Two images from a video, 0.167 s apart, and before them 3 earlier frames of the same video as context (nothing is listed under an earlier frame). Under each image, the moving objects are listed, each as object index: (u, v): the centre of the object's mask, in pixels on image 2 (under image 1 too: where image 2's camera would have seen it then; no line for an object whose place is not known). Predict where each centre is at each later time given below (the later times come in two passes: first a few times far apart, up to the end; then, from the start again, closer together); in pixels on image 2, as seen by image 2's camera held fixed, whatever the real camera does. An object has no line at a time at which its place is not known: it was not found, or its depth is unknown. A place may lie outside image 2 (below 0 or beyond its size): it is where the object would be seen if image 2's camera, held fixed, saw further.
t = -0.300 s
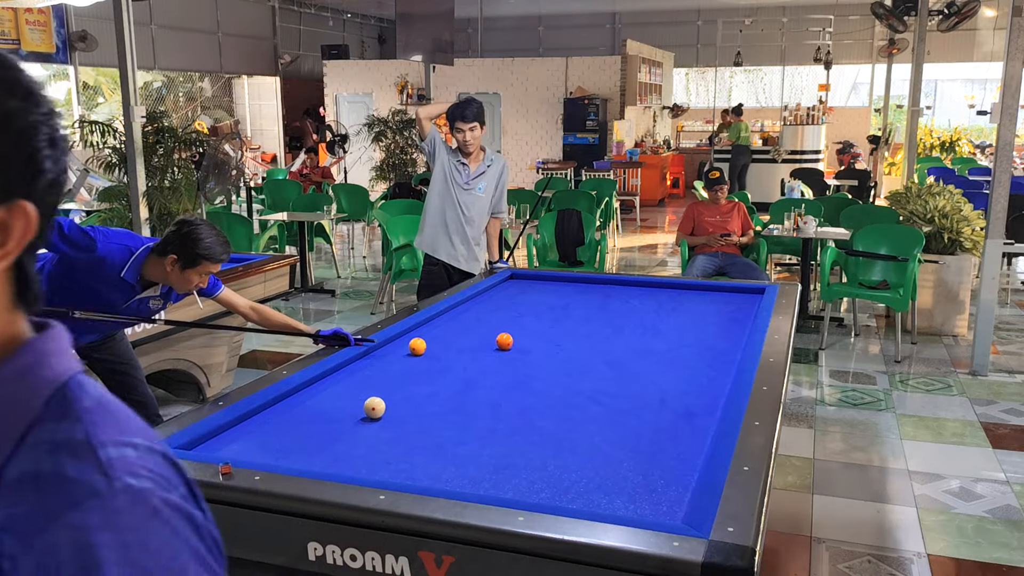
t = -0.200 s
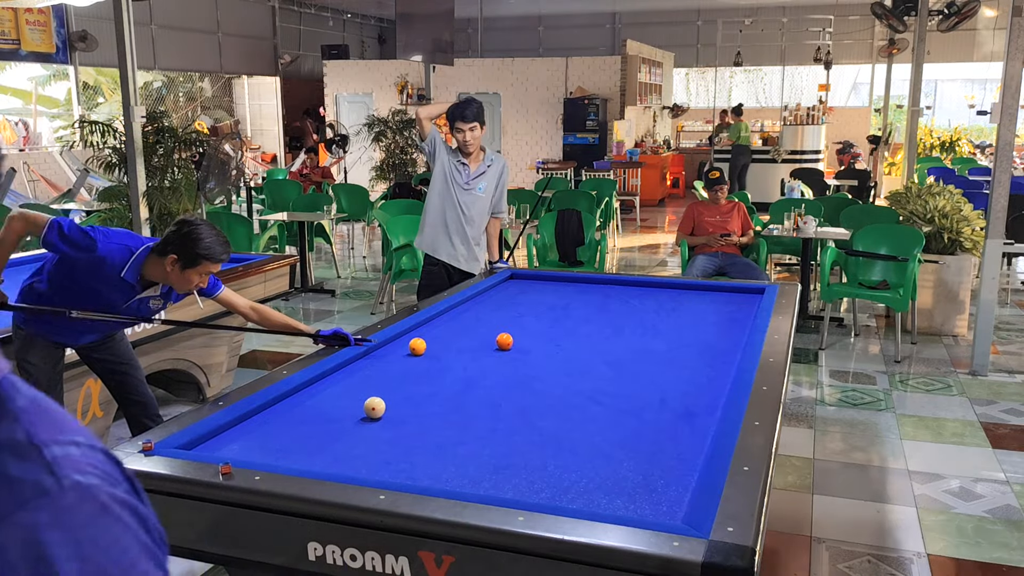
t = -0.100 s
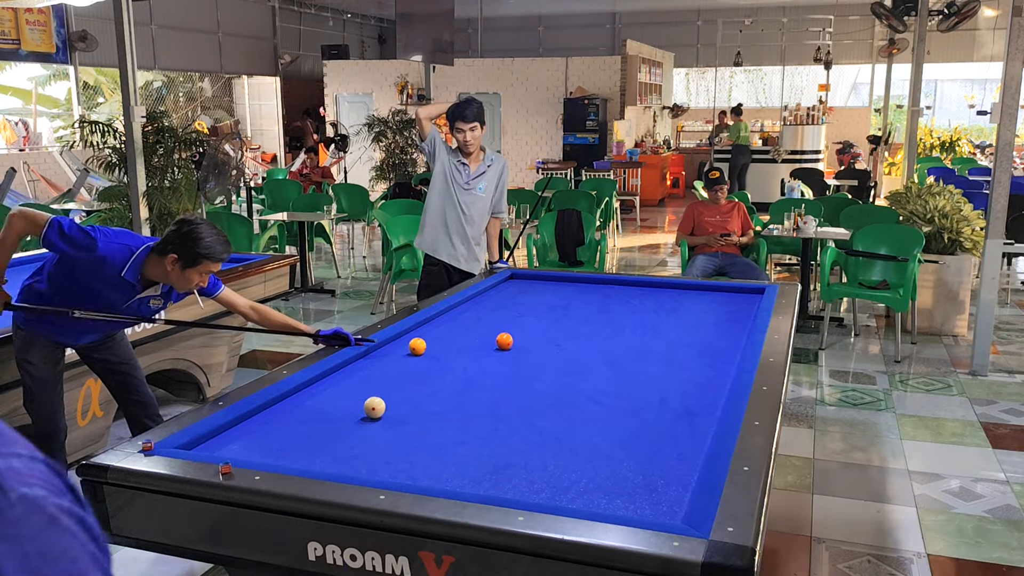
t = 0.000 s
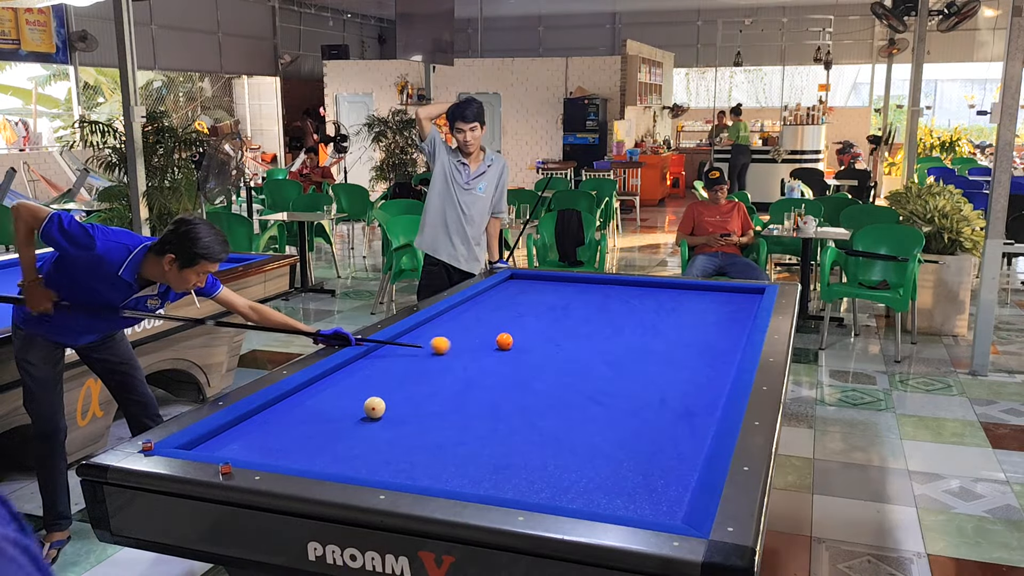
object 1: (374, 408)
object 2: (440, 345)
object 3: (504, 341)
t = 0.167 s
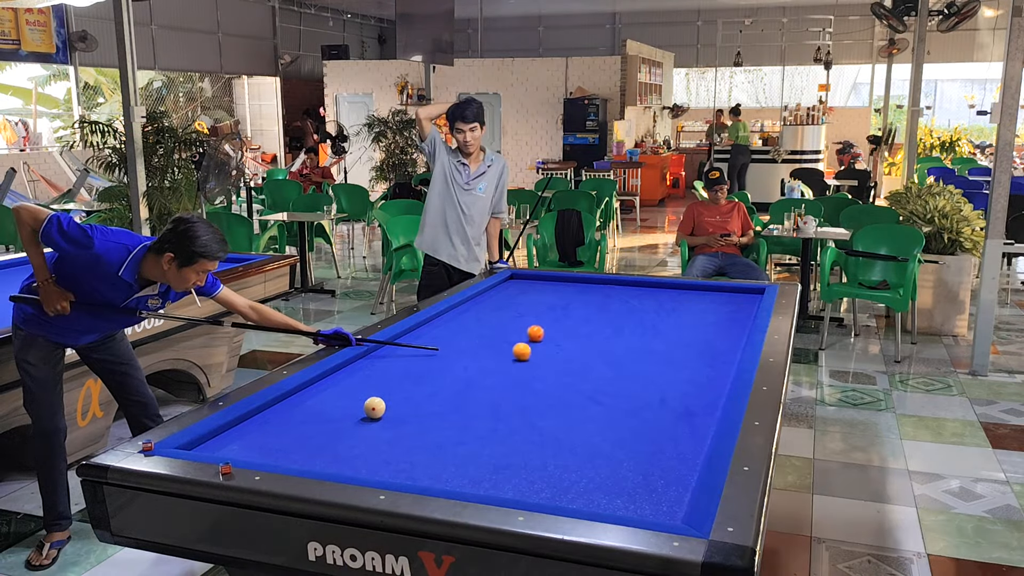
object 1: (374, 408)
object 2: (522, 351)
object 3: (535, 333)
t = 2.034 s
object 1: (375, 408)
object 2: (290, 453)
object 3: (739, 312)
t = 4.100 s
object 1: (451, 406)
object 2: (393, 386)
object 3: (622, 359)
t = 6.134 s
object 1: (572, 406)
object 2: (453, 356)
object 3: (490, 415)
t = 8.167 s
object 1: (634, 406)
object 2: (477, 344)
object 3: (355, 467)
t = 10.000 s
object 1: (640, 406)
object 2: (481, 344)
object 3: (360, 448)
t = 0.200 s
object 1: (374, 408)
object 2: (533, 354)
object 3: (545, 331)
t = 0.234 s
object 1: (374, 408)
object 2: (544, 356)
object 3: (554, 328)
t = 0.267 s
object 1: (374, 408)
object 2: (556, 358)
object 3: (563, 326)
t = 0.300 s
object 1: (374, 408)
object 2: (568, 361)
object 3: (572, 324)
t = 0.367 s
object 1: (374, 408)
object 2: (592, 366)
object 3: (587, 320)
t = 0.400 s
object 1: (374, 408)
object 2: (604, 368)
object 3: (594, 318)
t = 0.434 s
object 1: (374, 408)
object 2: (617, 370)
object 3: (600, 317)
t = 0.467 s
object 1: (374, 408)
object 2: (630, 373)
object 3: (607, 315)
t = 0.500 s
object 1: (374, 408)
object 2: (644, 376)
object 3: (613, 314)
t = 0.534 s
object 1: (374, 408)
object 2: (657, 378)
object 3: (619, 312)
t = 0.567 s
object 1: (374, 408)
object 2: (671, 381)
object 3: (625, 311)
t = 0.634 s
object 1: (374, 408)
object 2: (699, 387)
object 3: (637, 308)
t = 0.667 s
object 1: (374, 408)
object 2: (714, 390)
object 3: (643, 306)
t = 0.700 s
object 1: (374, 408)
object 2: (718, 392)
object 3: (649, 305)
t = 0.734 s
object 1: (374, 408)
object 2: (705, 393)
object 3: (655, 303)
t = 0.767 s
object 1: (374, 408)
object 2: (692, 394)
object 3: (660, 302)
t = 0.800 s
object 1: (374, 408)
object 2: (680, 395)
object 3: (666, 300)
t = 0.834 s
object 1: (374, 408)
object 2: (668, 396)
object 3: (671, 299)
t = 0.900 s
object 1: (374, 407)
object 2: (646, 399)
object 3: (682, 297)
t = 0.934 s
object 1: (374, 407)
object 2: (636, 400)
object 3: (687, 295)
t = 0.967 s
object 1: (374, 408)
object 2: (626, 402)
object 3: (692, 294)
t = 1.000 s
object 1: (374, 408)
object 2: (617, 403)
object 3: (697, 293)
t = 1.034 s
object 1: (374, 408)
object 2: (607, 404)
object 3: (701, 291)
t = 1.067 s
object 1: (374, 408)
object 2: (598, 406)
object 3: (707, 290)
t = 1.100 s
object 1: (374, 407)
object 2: (588, 407)
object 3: (711, 289)
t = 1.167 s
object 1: (374, 407)
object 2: (569, 410)
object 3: (718, 288)
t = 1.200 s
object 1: (374, 407)
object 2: (560, 412)
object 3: (720, 289)
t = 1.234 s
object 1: (374, 408)
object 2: (550, 413)
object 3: (722, 291)
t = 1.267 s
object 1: (374, 408)
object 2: (540, 414)
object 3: (724, 292)
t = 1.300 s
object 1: (374, 407)
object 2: (530, 416)
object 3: (725, 293)
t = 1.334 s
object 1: (374, 408)
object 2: (520, 417)
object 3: (727, 294)
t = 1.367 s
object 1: (374, 408)
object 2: (510, 419)
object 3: (729, 295)
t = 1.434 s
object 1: (374, 408)
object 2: (490, 422)
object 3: (733, 297)
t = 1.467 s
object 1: (374, 407)
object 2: (479, 424)
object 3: (735, 298)
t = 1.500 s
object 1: (374, 407)
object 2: (469, 426)
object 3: (737, 299)
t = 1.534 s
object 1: (374, 407)
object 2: (459, 427)
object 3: (740, 299)
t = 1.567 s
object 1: (374, 407)
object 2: (448, 429)
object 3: (741, 301)
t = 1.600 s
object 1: (374, 407)
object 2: (437, 430)
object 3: (744, 301)
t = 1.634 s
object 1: (374, 407)
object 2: (426, 432)
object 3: (746, 302)
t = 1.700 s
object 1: (374, 407)
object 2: (405, 436)
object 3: (750, 304)
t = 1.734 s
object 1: (374, 407)
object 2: (394, 437)
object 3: (752, 305)
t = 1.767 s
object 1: (374, 407)
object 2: (382, 439)
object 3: (752, 306)
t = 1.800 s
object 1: (374, 407)
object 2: (371, 441)
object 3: (751, 307)
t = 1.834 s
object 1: (374, 408)
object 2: (360, 443)
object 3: (749, 308)
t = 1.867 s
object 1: (374, 408)
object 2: (348, 445)
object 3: (747, 308)
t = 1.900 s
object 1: (374, 408)
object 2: (337, 447)
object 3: (746, 309)
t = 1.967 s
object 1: (375, 408)
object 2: (314, 450)
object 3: (742, 310)
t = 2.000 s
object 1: (375, 408)
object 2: (302, 452)
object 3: (741, 311)
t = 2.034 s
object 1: (375, 408)
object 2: (290, 453)
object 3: (739, 312)
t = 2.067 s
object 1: (375, 408)
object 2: (278, 454)
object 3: (737, 312)
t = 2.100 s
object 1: (375, 408)
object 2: (266, 455)
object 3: (736, 313)
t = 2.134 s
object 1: (375, 408)
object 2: (256, 454)
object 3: (734, 314)
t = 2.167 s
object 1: (375, 408)
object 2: (253, 452)
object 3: (732, 315)
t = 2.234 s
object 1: (375, 408)
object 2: (245, 448)
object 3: (729, 316)
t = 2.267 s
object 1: (375, 408)
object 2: (241, 447)
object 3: (727, 317)
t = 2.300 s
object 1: (375, 408)
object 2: (237, 444)
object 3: (725, 317)
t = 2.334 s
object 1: (375, 408)
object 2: (232, 442)
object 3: (723, 318)
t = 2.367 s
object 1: (375, 408)
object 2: (228, 440)
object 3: (722, 319)
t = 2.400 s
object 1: (375, 408)
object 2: (224, 438)
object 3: (720, 319)
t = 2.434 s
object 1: (375, 408)
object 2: (220, 435)
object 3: (718, 320)
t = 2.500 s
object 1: (375, 408)
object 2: (227, 432)
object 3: (715, 322)
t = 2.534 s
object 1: (374, 408)
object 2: (235, 431)
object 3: (713, 322)
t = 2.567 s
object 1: (374, 408)
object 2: (242, 430)
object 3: (711, 323)
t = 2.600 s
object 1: (374, 408)
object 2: (248, 428)
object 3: (709, 324)
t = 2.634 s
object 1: (374, 408)
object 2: (254, 427)
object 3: (707, 325)
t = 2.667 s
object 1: (374, 408)
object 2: (260, 426)
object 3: (705, 325)
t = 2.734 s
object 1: (374, 408)
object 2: (272, 424)
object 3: (702, 327)
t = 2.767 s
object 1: (374, 408)
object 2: (278, 422)
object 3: (700, 328)
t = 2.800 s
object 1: (374, 408)
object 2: (284, 421)
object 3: (698, 328)
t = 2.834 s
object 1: (374, 408)
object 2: (290, 420)
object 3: (696, 329)
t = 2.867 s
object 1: (374, 408)
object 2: (296, 418)
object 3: (694, 330)
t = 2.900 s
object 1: (374, 408)
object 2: (302, 418)
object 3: (693, 331)
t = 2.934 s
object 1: (374, 408)
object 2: (307, 416)
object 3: (691, 331)
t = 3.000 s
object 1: (374, 408)
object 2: (319, 414)
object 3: (687, 333)
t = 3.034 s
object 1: (374, 408)
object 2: (324, 413)
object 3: (685, 334)
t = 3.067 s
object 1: (374, 408)
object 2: (329, 412)
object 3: (683, 334)
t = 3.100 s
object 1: (374, 408)
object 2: (335, 411)
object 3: (681, 335)
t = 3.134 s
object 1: (374, 408)
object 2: (340, 410)
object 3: (679, 336)
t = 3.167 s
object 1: (374, 408)
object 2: (345, 409)
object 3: (677, 337)
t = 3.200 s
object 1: (374, 407)
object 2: (350, 408)
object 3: (675, 337)
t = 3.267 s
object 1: (380, 407)
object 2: (355, 406)
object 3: (672, 339)
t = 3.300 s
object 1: (384, 407)
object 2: (356, 405)
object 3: (670, 340)
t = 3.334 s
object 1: (387, 407)
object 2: (358, 404)
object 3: (668, 341)
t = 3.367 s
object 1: (390, 407)
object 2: (360, 403)
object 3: (666, 341)
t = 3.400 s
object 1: (393, 407)
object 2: (362, 402)
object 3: (664, 342)
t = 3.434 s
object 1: (396, 407)
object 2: (364, 401)
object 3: (662, 343)
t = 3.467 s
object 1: (399, 407)
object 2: (365, 400)
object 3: (660, 344)
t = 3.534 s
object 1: (405, 407)
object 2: (368, 399)
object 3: (656, 345)
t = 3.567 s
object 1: (408, 407)
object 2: (370, 398)
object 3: (654, 346)
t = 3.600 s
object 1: (411, 407)
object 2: (372, 397)
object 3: (652, 347)
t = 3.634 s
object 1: (413, 407)
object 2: (373, 396)
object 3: (650, 348)
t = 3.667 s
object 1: (416, 407)
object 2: (375, 395)
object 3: (648, 348)
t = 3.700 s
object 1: (419, 407)
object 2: (377, 395)
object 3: (646, 349)
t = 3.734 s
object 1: (422, 407)
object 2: (378, 394)
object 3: (644, 350)
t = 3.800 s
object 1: (427, 406)
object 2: (381, 392)
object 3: (640, 352)
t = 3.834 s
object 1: (430, 407)
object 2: (383, 391)
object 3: (638, 353)
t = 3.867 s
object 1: (433, 406)
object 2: (384, 391)
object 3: (636, 353)
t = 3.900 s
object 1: (435, 406)
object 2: (385, 390)
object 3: (634, 354)
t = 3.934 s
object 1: (438, 406)
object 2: (386, 389)
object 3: (632, 355)
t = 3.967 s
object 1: (440, 406)
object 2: (388, 388)
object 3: (630, 356)
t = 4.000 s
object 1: (443, 406)
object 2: (389, 388)
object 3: (628, 357)
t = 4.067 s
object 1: (448, 406)
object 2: (392, 386)
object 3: (624, 358)
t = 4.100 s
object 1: (451, 406)
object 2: (393, 386)
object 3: (622, 359)
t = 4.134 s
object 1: (453, 406)
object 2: (395, 385)
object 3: (620, 360)
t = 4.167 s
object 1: (456, 406)
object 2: (396, 384)
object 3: (618, 361)
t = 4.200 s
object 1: (458, 406)
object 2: (397, 383)
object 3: (616, 362)
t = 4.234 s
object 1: (461, 406)
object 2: (398, 383)
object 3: (613, 362)
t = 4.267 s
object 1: (463, 406)
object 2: (400, 382)
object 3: (611, 363)
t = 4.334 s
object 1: (468, 406)
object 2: (402, 381)
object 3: (607, 365)
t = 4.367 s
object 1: (470, 406)
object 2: (403, 380)
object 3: (605, 366)
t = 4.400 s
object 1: (473, 406)
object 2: (404, 379)
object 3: (603, 367)
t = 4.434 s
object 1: (475, 406)
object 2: (406, 379)
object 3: (601, 367)
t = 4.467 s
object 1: (477, 406)
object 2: (407, 378)
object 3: (599, 369)
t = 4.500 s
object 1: (480, 406)
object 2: (408, 377)
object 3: (597, 369)
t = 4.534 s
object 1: (482, 406)
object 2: (409, 377)
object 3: (595, 370)
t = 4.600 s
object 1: (487, 406)
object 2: (411, 376)
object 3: (591, 372)
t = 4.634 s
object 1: (489, 406)
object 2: (413, 375)
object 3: (589, 373)
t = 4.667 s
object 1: (491, 406)
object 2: (414, 374)
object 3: (586, 374)
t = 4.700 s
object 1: (493, 406)
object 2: (415, 374)
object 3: (584, 375)
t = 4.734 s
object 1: (496, 406)
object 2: (416, 374)
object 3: (582, 376)
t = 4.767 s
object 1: (498, 406)
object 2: (417, 373)
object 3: (580, 377)
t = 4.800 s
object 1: (500, 406)
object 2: (418, 373)
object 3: (578, 378)
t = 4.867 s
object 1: (504, 406)
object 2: (420, 371)
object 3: (574, 379)
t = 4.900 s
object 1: (506, 406)
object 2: (421, 371)
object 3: (572, 380)
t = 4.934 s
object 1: (509, 406)
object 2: (422, 370)
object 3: (570, 381)
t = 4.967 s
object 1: (511, 406)
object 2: (423, 370)
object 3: (568, 382)
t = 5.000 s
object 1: (513, 406)
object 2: (425, 369)
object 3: (565, 383)
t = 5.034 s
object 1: (515, 405)
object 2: (425, 369)
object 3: (563, 384)
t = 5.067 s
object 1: (517, 406)
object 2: (427, 368)
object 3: (561, 385)
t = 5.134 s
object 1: (521, 405)
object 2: (428, 367)
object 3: (557, 387)
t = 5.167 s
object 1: (523, 405)
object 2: (429, 367)
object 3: (555, 388)
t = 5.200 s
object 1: (525, 405)
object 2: (430, 366)
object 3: (552, 389)
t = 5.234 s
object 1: (526, 405)
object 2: (432, 366)
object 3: (550, 390)
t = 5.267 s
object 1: (528, 405)
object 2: (432, 365)
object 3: (548, 390)
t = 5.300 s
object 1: (530, 405)
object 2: (433, 365)
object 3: (546, 391)
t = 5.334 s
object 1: (532, 405)
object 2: (434, 365)
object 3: (544, 392)
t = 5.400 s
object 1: (536, 405)
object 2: (436, 364)
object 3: (540, 391)
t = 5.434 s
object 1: (537, 406)
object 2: (437, 363)
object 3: (537, 391)
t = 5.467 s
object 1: (539, 406)
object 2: (438, 363)
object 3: (533, 392)
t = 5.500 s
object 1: (541, 406)
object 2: (438, 363)
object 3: (530, 394)
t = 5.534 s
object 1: (543, 406)
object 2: (439, 362)
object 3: (529, 397)
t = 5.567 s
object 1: (544, 406)
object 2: (440, 362)
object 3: (527, 398)
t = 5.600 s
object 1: (546, 406)
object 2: (441, 361)
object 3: (526, 400)
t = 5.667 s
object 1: (550, 406)
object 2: (443, 361)
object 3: (521, 402)
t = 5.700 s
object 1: (551, 406)
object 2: (443, 360)
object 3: (519, 403)
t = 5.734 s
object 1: (553, 406)
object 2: (444, 360)
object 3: (517, 404)
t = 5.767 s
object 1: (555, 406)
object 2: (445, 359)
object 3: (515, 404)
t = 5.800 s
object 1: (556, 406)
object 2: (446, 359)
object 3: (512, 406)
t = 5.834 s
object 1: (558, 406)
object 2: (447, 359)
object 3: (510, 407)
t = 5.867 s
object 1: (560, 406)
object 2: (447, 358)
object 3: (508, 408)
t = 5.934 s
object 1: (563, 406)
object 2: (449, 358)
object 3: (503, 409)
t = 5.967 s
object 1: (564, 406)
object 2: (450, 357)
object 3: (501, 411)
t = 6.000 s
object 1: (566, 406)
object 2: (450, 357)
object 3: (499, 412)
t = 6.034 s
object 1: (567, 406)
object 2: (451, 357)
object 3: (497, 413)
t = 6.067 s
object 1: (569, 406)
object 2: (452, 356)
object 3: (494, 413)
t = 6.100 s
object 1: (570, 406)
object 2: (453, 356)
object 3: (492, 414)
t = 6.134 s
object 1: (572, 406)
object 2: (453, 356)
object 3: (490, 415)
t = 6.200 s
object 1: (575, 406)
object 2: (454, 355)
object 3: (485, 417)
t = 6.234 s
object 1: (576, 406)
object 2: (455, 355)
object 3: (483, 419)
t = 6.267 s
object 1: (578, 406)
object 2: (456, 354)
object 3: (481, 419)
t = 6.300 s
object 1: (579, 406)
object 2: (456, 354)
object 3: (478, 420)
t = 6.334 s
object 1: (581, 406)
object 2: (457, 354)
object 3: (476, 421)
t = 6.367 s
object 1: (582, 406)
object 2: (457, 353)
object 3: (474, 422)
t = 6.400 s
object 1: (583, 405)
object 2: (458, 353)
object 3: (471, 423)
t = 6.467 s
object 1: (586, 405)
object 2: (459, 352)
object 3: (467, 425)
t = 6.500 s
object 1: (587, 406)
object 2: (460, 352)
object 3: (464, 426)
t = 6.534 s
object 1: (589, 405)
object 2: (460, 352)
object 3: (462, 427)
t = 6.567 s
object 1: (590, 406)
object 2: (460, 352)
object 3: (460, 428)
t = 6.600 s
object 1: (591, 406)
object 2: (461, 351)
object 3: (457, 429)
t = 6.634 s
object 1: (593, 406)
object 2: (462, 351)
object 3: (455, 430)
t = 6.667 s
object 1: (594, 406)
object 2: (462, 351)
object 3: (453, 431)
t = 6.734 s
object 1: (597, 406)
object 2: (463, 350)
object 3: (446, 434)
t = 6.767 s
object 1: (599, 406)
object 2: (464, 350)
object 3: (443, 435)
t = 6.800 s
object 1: (600, 406)
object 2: (464, 350)
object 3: (441, 436)
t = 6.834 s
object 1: (601, 406)
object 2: (465, 350)
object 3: (439, 437)
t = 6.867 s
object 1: (602, 406)
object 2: (465, 349)
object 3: (436, 438)
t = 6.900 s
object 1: (603, 406)
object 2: (466, 349)
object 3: (434, 439)
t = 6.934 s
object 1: (604, 406)
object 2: (466, 349)
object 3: (432, 440)
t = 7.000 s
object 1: (606, 406)
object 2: (467, 349)
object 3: (427, 442)
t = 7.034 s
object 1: (607, 406)
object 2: (467, 348)
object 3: (424, 443)
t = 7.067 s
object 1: (608, 406)
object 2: (467, 348)
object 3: (422, 444)
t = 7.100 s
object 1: (610, 406)
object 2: (468, 348)
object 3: (420, 445)
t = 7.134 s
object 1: (610, 406)
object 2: (468, 348)
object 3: (417, 446)
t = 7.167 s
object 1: (611, 406)
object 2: (468, 348)
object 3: (415, 447)
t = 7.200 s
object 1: (612, 406)
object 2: (469, 348)
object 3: (412, 448)
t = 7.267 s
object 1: (614, 406)
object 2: (469, 347)
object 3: (408, 450)
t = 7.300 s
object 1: (615, 406)
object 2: (470, 347)
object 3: (405, 451)
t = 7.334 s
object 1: (616, 406)
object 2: (470, 347)
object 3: (403, 452)
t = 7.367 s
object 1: (617, 406)
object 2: (470, 347)
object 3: (401, 453)
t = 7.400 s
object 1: (618, 406)
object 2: (471, 347)
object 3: (398, 454)
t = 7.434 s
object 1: (619, 406)
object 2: (471, 346)
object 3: (396, 455)
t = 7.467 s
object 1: (620, 406)
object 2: (471, 346)
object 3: (393, 456)
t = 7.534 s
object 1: (621, 406)
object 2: (472, 346)
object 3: (388, 458)
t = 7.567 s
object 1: (622, 406)
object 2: (472, 346)
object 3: (386, 459)
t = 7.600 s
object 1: (623, 406)
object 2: (473, 346)
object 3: (384, 460)
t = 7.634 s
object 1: (624, 406)
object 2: (473, 346)
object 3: (381, 461)
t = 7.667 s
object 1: (624, 406)
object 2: (473, 345)
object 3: (379, 462)
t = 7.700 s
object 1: (625, 406)
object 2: (473, 345)
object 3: (377, 463)
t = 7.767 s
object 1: (627, 406)
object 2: (474, 345)
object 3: (372, 465)
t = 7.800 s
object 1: (627, 406)
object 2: (474, 345)
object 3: (369, 466)
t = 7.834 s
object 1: (628, 406)
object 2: (474, 345)
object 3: (367, 466)
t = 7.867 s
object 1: (629, 406)
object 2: (475, 345)
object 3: (365, 466)
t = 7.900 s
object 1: (629, 406)
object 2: (475, 345)
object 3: (362, 467)
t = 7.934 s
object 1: (630, 406)
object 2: (475, 345)
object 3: (360, 467)
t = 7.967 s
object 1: (631, 406)
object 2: (475, 345)
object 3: (358, 468)
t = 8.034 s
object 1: (632, 406)
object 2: (476, 344)
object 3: (354, 469)
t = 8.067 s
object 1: (632, 406)
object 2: (476, 344)
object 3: (354, 468)
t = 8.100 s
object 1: (633, 406)
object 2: (476, 344)
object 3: (354, 468)
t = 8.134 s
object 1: (633, 406)
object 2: (476, 344)
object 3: (355, 467)
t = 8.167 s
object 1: (634, 406)
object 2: (477, 344)
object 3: (355, 467)
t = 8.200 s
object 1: (634, 406)
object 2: (477, 344)
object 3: (355, 467)
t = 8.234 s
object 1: (635, 407)
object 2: (477, 344)
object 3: (355, 466)
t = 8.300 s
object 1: (636, 406)
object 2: (478, 344)
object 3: (355, 466)
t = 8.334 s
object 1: (636, 407)
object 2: (478, 344)
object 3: (356, 465)
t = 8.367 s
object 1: (637, 407)
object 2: (478, 344)
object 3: (356, 465)
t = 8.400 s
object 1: (637, 407)
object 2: (478, 344)
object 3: (356, 464)
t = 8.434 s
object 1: (637, 407)
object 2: (478, 344)
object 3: (356, 464)
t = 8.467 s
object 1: (638, 406)
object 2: (478, 344)
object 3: (356, 464)
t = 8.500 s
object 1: (638, 407)
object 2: (479, 344)
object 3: (356, 463)
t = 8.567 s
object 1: (639, 407)
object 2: (479, 344)
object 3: (357, 463)
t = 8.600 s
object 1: (639, 407)
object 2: (479, 344)
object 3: (357, 462)
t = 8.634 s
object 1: (639, 407)
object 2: (479, 344)
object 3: (357, 462)
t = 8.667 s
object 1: (639, 407)
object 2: (479, 344)
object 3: (358, 462)
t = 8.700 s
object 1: (640, 407)
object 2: (480, 344)
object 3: (358, 461)
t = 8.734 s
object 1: (640, 407)
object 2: (480, 344)
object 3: (358, 461)
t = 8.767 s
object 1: (640, 407)
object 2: (480, 344)
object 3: (358, 460)
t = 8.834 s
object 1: (640, 406)
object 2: (480, 344)
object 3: (359, 459)
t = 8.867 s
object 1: (640, 406)
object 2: (480, 344)
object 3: (359, 458)
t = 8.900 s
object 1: (640, 406)
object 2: (480, 344)
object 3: (359, 458)
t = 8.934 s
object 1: (640, 406)
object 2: (480, 344)
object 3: (359, 457)
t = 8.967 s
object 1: (640, 406)
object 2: (480, 344)
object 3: (359, 457)
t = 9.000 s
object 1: (640, 406)
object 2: (480, 344)
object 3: (359, 456)
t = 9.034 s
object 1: (640, 406)
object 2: (481, 343)
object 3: (359, 456)
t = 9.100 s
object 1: (640, 406)
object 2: (480, 344)
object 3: (359, 455)
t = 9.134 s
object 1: (640, 406)
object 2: (480, 344)
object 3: (360, 455)
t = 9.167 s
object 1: (640, 406)
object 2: (480, 344)
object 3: (360, 454)
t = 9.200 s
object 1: (640, 406)
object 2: (481, 343)
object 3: (360, 454)
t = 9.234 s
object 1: (640, 406)
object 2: (480, 344)
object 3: (360, 453)
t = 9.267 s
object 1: (640, 406)
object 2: (481, 344)
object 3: (360, 453)
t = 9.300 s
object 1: (640, 406)
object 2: (481, 343)
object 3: (360, 453)
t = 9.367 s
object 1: (640, 406)
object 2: (480, 344)
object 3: (360, 453)
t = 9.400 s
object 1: (640, 406)
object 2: (480, 344)
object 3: (360, 452)
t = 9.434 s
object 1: (640, 406)
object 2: (480, 344)
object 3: (360, 452)
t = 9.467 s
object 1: (640, 406)
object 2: (481, 343)
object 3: (360, 452)
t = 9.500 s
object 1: (640, 406)
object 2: (480, 344)
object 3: (360, 451)
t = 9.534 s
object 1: (640, 406)
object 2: (481, 343)
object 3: (360, 451)
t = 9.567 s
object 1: (640, 406)
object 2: (481, 344)
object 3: (360, 451)
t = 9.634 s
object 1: (640, 406)
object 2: (481, 344)
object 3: (360, 450)
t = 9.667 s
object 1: (640, 406)
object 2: (481, 343)
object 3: (360, 450)
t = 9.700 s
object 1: (640, 407)
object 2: (480, 344)
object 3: (360, 449)
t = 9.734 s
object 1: (640, 406)
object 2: (480, 344)
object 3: (360, 449)
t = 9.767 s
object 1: (640, 406)
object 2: (480, 344)
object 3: (360, 449)
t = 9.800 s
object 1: (640, 406)
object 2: (481, 343)
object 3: (360, 449)
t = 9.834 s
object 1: (640, 406)
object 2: (480, 344)
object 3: (360, 449)
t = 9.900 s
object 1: (640, 406)
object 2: (481, 343)
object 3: (360, 448)
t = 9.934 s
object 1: (640, 406)
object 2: (480, 344)
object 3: (360, 448)
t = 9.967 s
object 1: (640, 406)
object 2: (481, 344)
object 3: (360, 448)
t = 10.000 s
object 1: (640, 406)
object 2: (481, 344)
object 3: (360, 448)
